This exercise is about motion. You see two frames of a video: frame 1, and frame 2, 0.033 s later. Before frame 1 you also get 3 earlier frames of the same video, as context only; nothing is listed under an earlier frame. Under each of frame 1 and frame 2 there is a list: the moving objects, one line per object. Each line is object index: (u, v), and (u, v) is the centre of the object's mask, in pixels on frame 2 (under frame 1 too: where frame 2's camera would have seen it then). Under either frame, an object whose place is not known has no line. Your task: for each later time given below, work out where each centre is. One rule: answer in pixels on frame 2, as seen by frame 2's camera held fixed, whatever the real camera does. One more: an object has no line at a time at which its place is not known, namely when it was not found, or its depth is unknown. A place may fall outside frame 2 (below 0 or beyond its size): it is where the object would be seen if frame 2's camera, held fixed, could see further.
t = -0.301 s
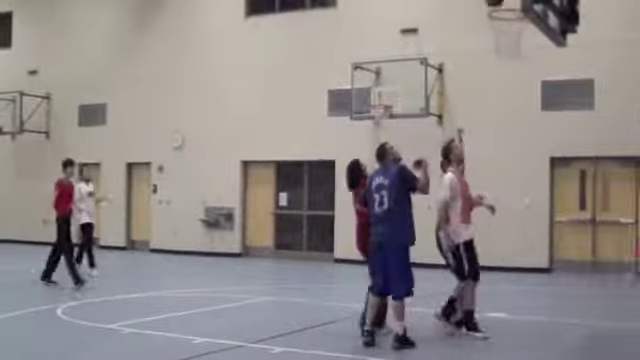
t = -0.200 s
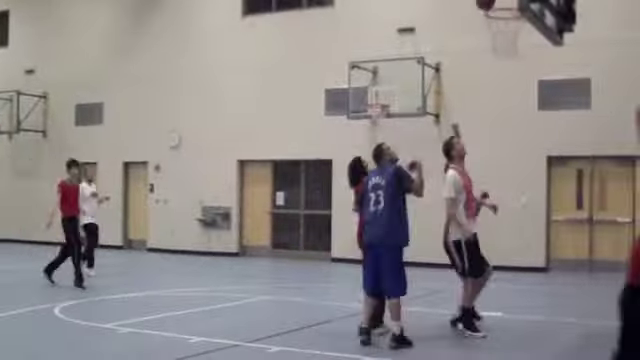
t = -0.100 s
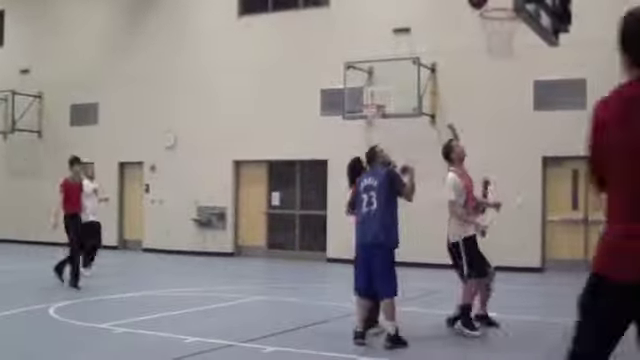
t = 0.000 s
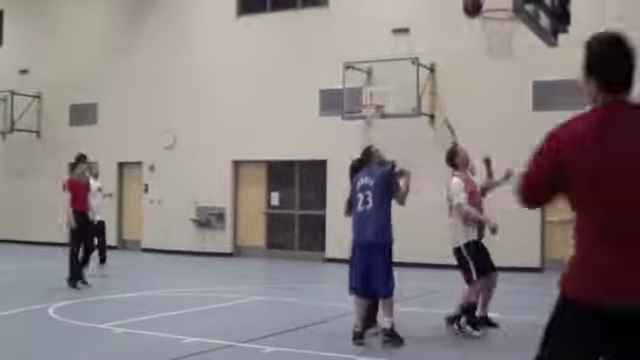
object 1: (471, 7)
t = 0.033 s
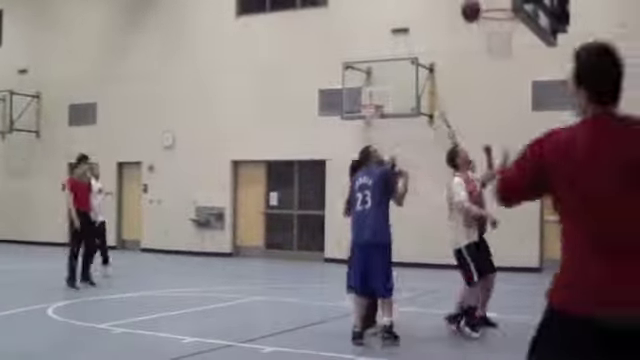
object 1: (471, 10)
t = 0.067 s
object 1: (469, 17)
